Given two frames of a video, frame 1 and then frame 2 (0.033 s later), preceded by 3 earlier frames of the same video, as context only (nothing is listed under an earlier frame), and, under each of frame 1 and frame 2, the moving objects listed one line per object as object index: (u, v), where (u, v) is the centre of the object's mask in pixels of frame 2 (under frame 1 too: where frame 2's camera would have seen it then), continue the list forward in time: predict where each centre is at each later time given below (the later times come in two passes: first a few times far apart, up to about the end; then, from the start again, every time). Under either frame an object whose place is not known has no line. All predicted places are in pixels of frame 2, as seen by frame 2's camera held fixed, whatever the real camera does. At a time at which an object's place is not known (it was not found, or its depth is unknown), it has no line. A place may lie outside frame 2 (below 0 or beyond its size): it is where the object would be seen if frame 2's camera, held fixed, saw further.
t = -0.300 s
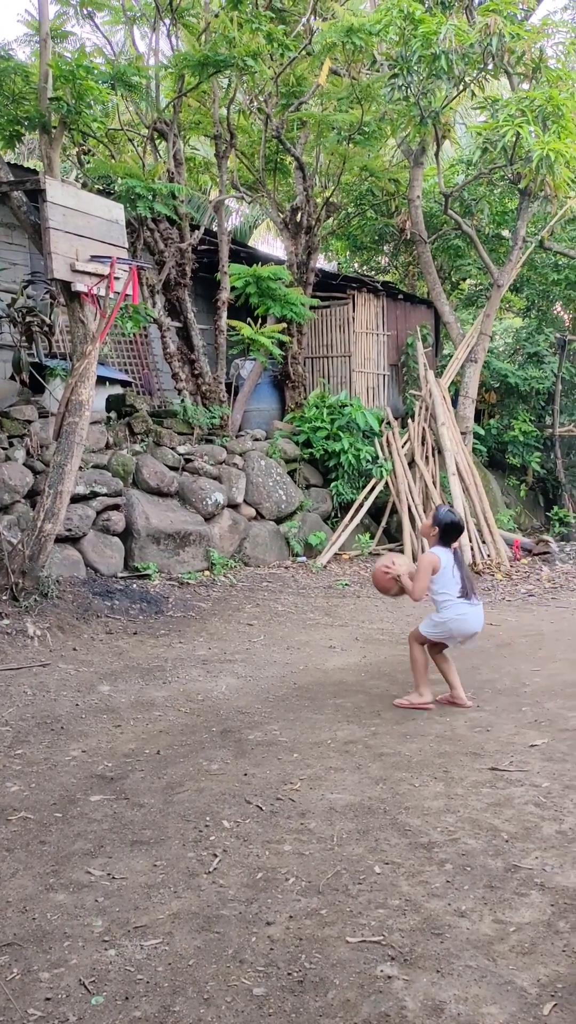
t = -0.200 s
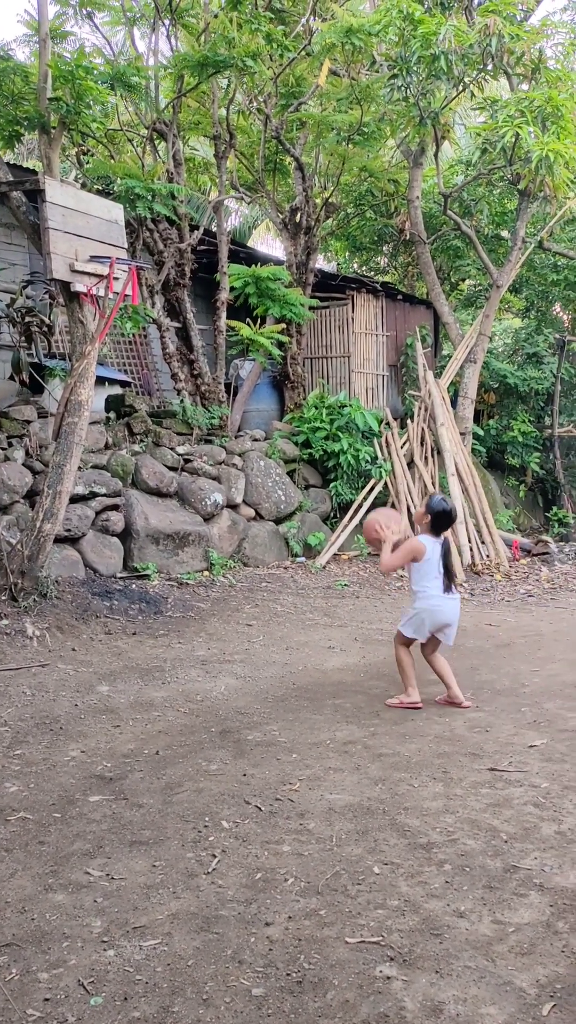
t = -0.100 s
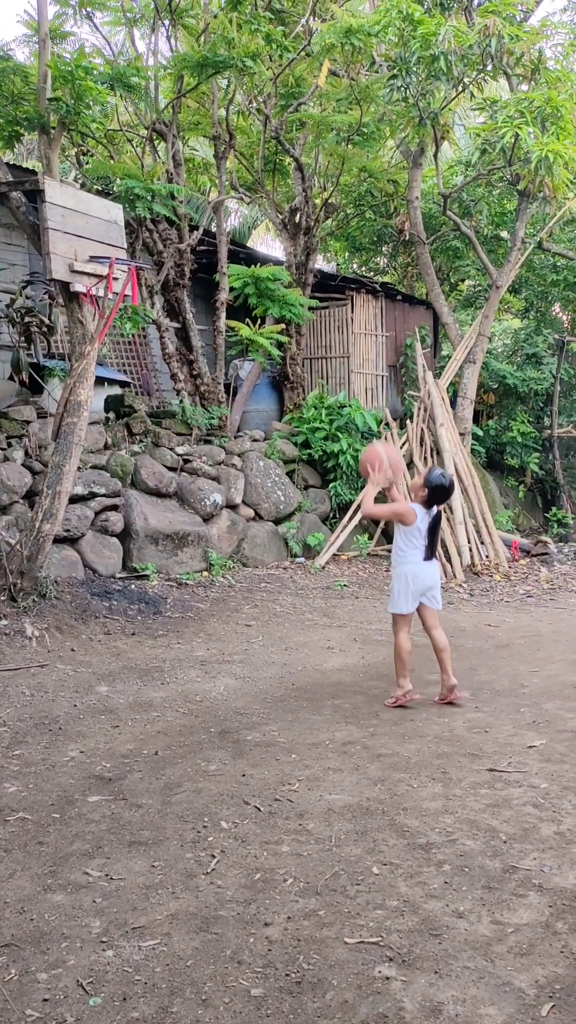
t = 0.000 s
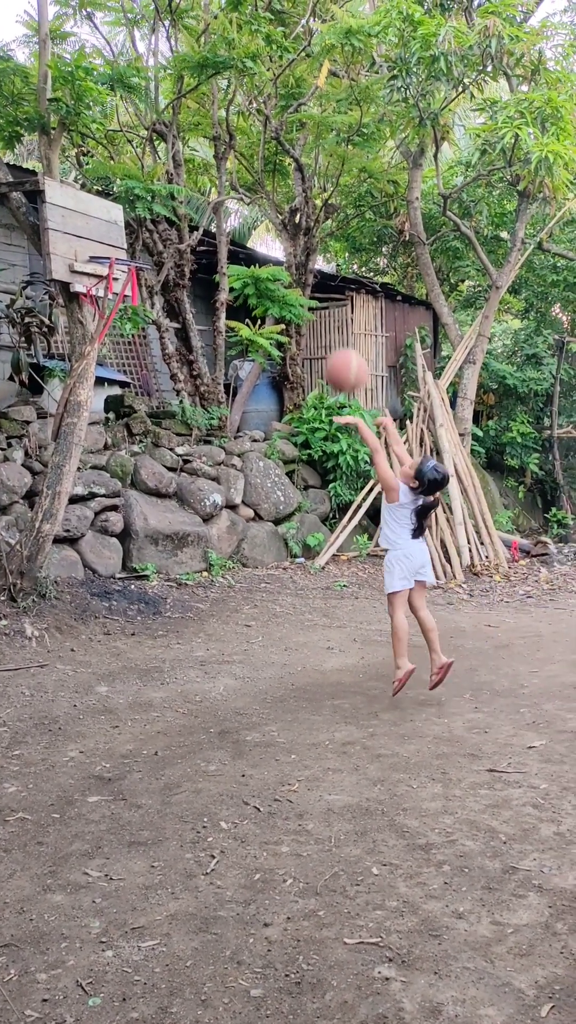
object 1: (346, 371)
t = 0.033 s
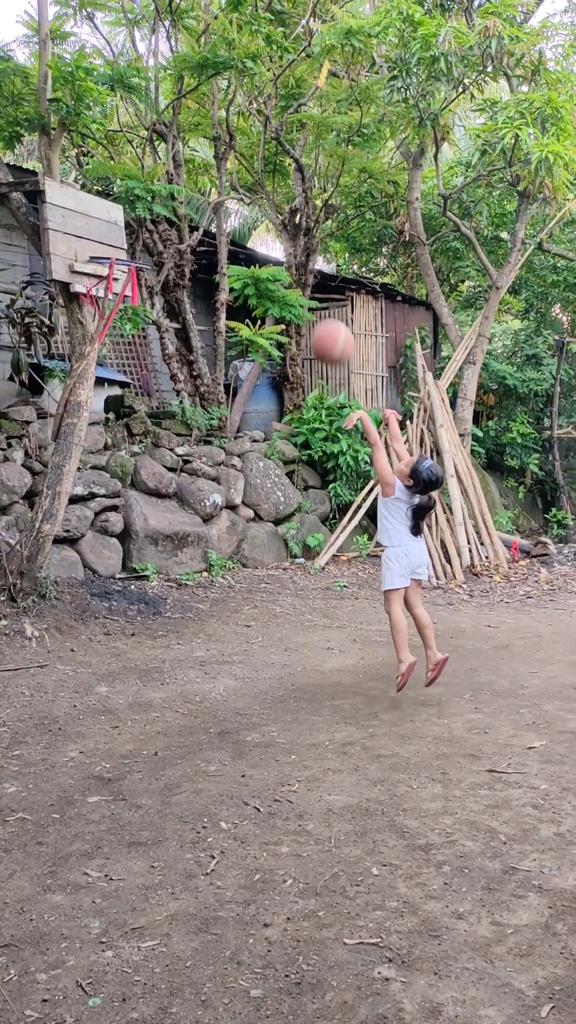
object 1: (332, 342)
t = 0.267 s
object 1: (240, 207)
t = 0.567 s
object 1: (138, 178)
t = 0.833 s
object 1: (78, 251)
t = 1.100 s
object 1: (92, 334)
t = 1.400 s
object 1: (115, 579)
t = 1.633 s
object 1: (143, 561)
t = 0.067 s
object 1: (319, 316)
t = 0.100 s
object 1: (305, 293)
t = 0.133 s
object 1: (292, 272)
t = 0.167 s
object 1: (279, 253)
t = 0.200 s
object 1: (264, 234)
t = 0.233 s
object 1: (252, 220)
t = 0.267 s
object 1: (240, 207)
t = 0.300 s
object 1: (227, 196)
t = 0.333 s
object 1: (215, 187)
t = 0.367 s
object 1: (204, 181)
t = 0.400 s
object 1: (192, 175)
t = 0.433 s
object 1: (180, 172)
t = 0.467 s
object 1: (169, 171)
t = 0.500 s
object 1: (159, 172)
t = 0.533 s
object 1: (148, 174)
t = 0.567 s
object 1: (138, 178)
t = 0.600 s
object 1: (128, 184)
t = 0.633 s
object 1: (118, 192)
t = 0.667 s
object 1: (108, 201)
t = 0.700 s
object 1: (99, 213)
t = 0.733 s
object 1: (89, 226)
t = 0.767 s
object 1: (79, 241)
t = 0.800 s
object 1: (76, 248)
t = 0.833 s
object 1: (78, 251)
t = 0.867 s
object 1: (79, 254)
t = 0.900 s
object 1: (80, 262)
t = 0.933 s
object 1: (83, 268)
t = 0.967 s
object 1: (85, 277)
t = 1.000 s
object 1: (86, 289)
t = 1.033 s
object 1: (88, 302)
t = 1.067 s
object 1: (90, 317)
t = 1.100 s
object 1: (92, 334)
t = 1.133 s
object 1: (94, 352)
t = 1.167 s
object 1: (97, 374)
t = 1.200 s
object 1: (100, 397)
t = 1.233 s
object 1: (102, 422)
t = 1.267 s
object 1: (105, 448)
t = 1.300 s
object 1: (107, 477)
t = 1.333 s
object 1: (110, 511)
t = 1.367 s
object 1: (112, 542)
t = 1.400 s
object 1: (115, 579)
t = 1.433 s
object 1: (117, 616)
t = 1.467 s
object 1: (119, 659)
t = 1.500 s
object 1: (123, 654)
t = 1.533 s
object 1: (128, 629)
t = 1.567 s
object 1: (133, 605)
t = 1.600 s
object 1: (138, 583)
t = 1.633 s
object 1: (143, 561)
